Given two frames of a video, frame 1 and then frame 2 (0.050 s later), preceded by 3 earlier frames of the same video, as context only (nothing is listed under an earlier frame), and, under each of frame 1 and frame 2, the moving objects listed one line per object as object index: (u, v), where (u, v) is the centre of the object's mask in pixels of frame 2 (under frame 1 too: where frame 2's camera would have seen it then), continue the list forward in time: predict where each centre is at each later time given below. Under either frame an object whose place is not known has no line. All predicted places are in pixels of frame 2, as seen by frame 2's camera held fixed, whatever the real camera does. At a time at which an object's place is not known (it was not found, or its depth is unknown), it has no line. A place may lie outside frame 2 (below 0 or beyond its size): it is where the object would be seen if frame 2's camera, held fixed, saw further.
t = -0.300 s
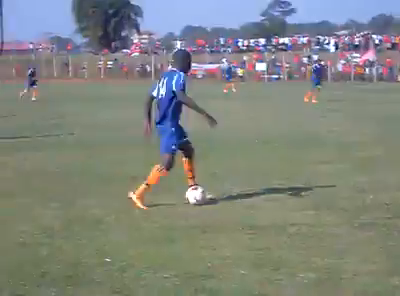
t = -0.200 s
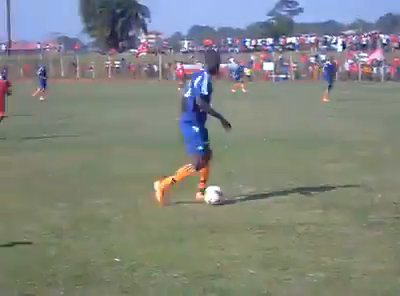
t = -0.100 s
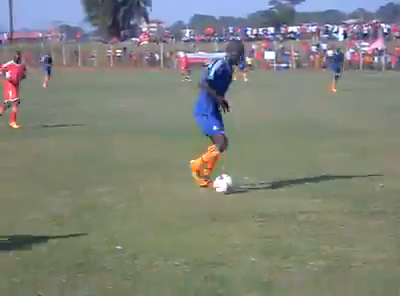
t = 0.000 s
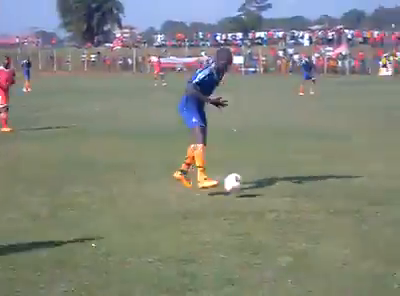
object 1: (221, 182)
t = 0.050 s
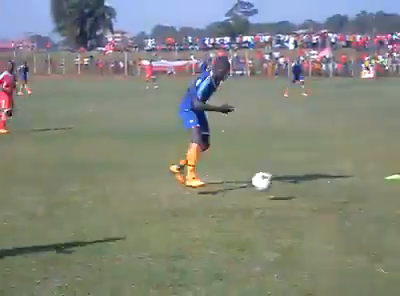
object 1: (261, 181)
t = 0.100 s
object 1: (282, 182)
